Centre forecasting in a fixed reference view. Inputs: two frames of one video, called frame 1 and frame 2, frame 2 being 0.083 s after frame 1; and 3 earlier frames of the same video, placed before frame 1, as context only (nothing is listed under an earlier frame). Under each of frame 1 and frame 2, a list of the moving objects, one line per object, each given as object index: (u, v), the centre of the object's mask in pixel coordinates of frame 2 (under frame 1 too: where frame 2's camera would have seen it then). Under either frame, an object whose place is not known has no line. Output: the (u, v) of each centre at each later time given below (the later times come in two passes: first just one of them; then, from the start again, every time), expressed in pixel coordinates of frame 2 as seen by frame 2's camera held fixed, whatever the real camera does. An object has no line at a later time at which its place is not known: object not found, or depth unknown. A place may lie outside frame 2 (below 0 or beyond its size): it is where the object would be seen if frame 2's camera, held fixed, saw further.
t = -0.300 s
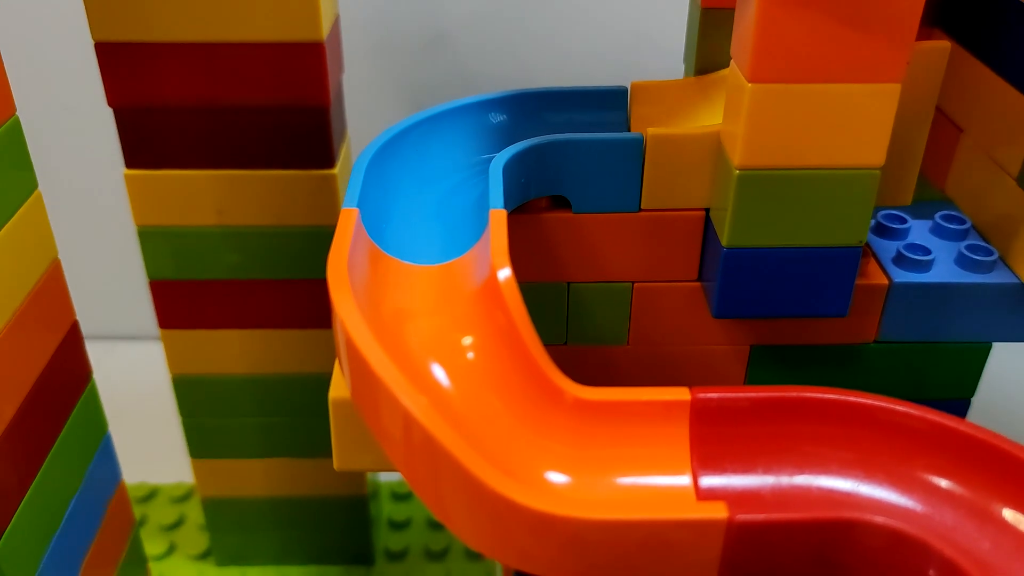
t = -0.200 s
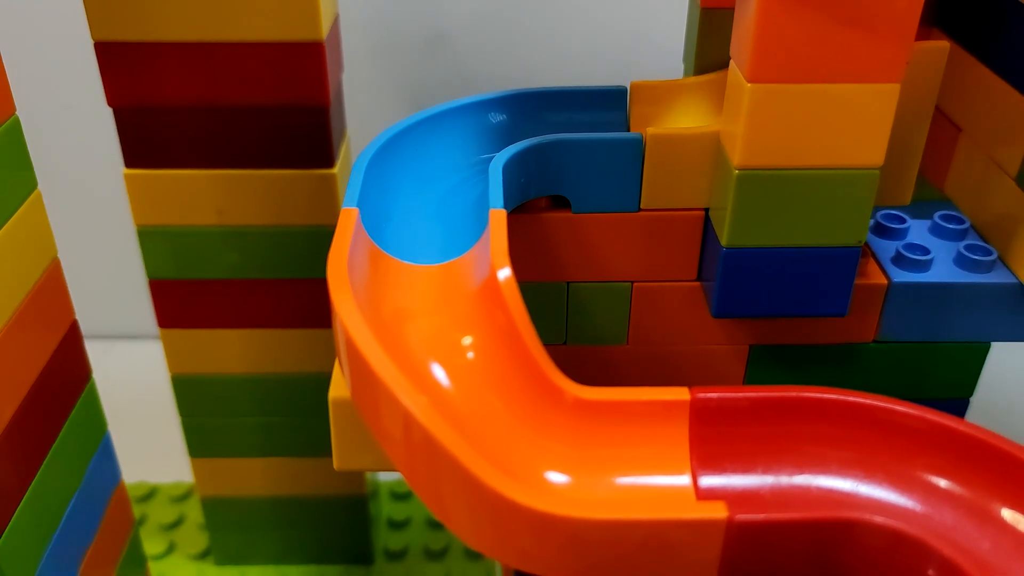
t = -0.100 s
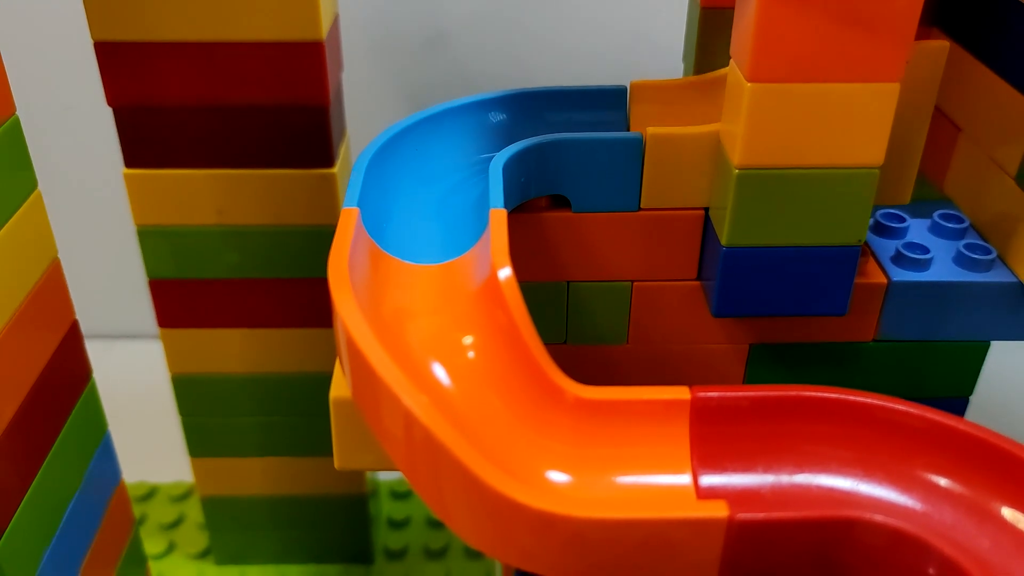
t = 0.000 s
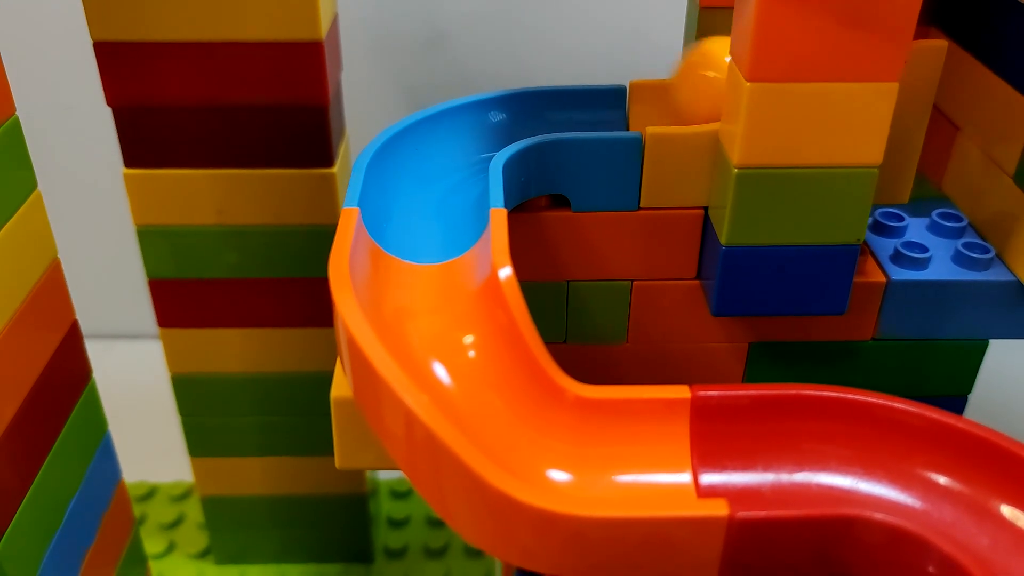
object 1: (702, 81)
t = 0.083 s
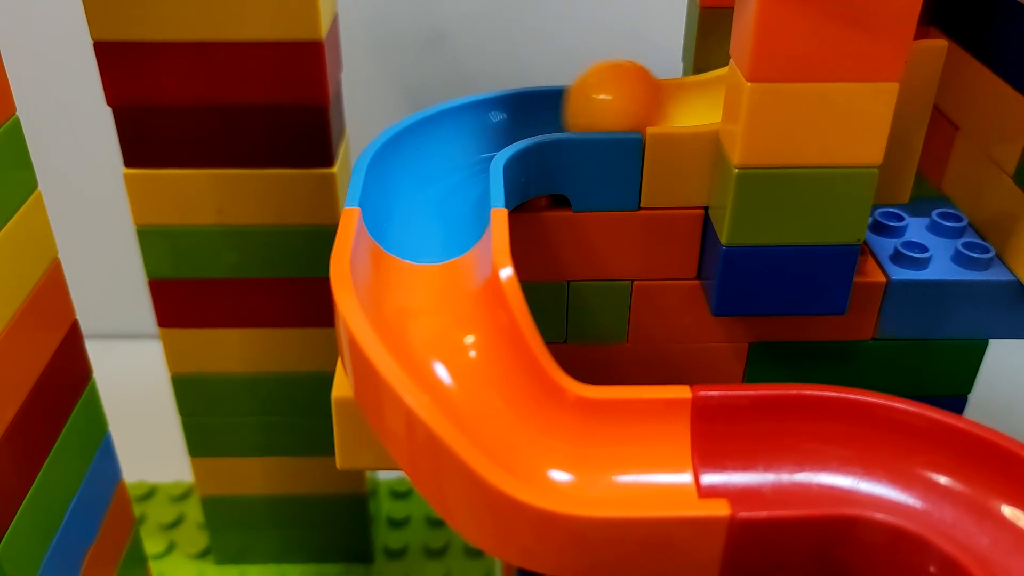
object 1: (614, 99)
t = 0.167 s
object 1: (510, 110)
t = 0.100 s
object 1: (595, 100)
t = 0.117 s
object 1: (573, 101)
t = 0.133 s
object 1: (552, 102)
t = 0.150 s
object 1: (531, 106)
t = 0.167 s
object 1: (510, 110)
